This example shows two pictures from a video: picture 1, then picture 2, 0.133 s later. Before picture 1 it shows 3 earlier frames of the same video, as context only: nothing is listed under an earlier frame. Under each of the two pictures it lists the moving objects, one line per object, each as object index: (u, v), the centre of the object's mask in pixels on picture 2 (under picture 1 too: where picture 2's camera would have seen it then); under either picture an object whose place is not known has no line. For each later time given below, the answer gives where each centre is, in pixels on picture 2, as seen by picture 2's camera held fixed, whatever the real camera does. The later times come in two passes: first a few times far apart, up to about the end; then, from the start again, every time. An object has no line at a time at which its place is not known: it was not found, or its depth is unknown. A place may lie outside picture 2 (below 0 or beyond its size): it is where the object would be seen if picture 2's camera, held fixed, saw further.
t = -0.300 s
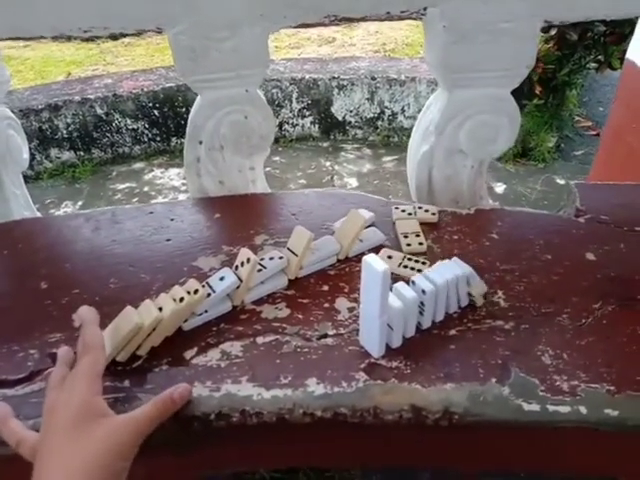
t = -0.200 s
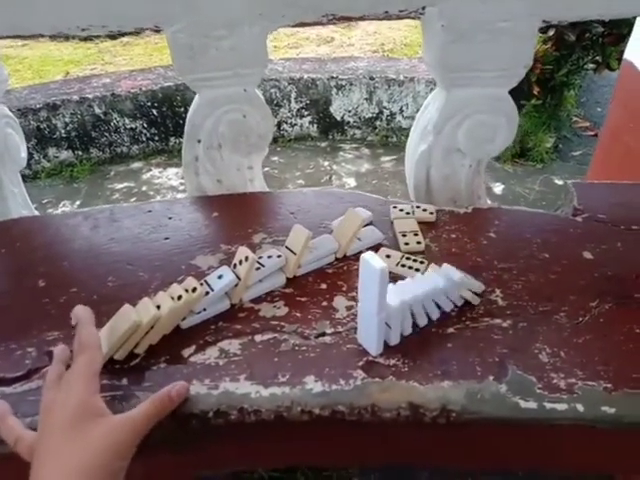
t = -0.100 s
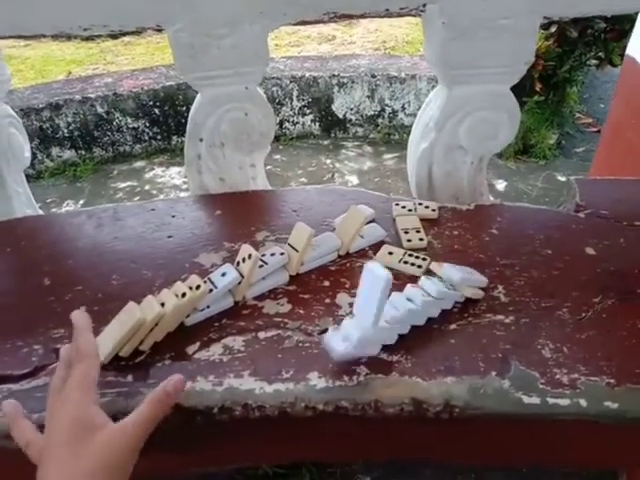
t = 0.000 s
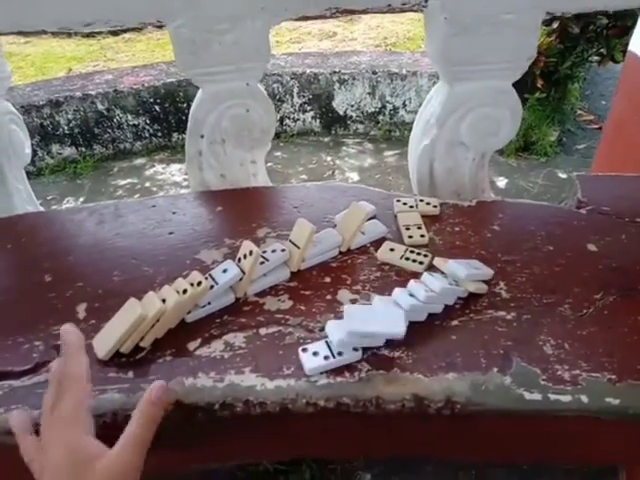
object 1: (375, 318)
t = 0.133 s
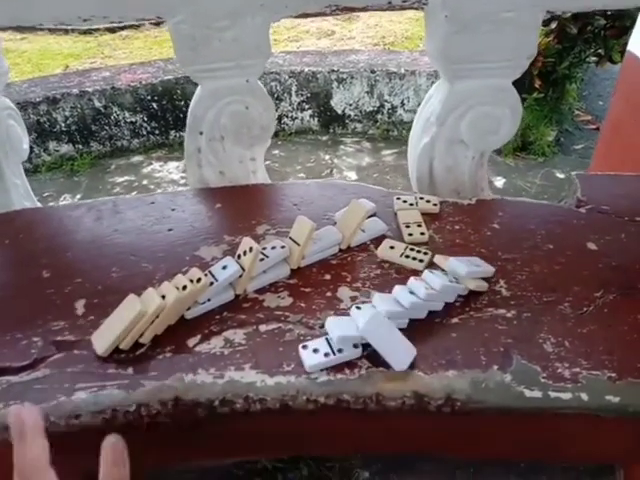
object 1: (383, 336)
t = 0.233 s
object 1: (396, 346)
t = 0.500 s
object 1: (407, 359)
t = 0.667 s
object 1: (406, 358)
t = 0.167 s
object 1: (385, 337)
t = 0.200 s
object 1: (394, 344)
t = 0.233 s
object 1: (396, 346)
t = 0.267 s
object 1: (399, 348)
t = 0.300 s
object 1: (403, 354)
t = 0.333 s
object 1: (407, 359)
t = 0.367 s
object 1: (407, 359)
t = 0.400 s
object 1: (407, 359)
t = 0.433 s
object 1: (407, 359)
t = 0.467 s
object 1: (407, 359)
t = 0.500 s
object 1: (407, 359)
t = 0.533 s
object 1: (407, 359)
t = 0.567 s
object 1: (407, 359)
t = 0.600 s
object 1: (407, 359)
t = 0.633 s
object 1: (407, 359)
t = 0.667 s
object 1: (406, 358)
